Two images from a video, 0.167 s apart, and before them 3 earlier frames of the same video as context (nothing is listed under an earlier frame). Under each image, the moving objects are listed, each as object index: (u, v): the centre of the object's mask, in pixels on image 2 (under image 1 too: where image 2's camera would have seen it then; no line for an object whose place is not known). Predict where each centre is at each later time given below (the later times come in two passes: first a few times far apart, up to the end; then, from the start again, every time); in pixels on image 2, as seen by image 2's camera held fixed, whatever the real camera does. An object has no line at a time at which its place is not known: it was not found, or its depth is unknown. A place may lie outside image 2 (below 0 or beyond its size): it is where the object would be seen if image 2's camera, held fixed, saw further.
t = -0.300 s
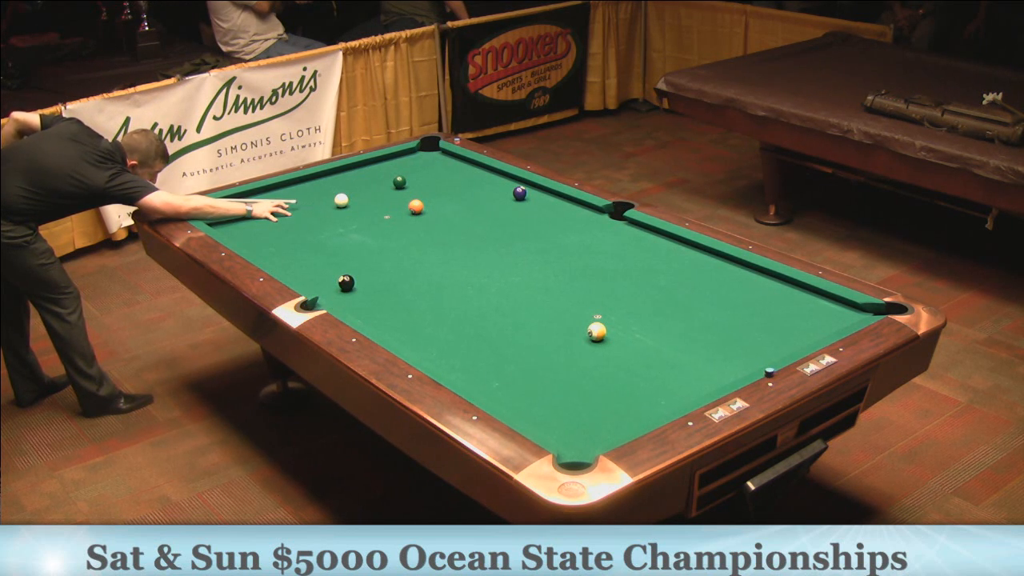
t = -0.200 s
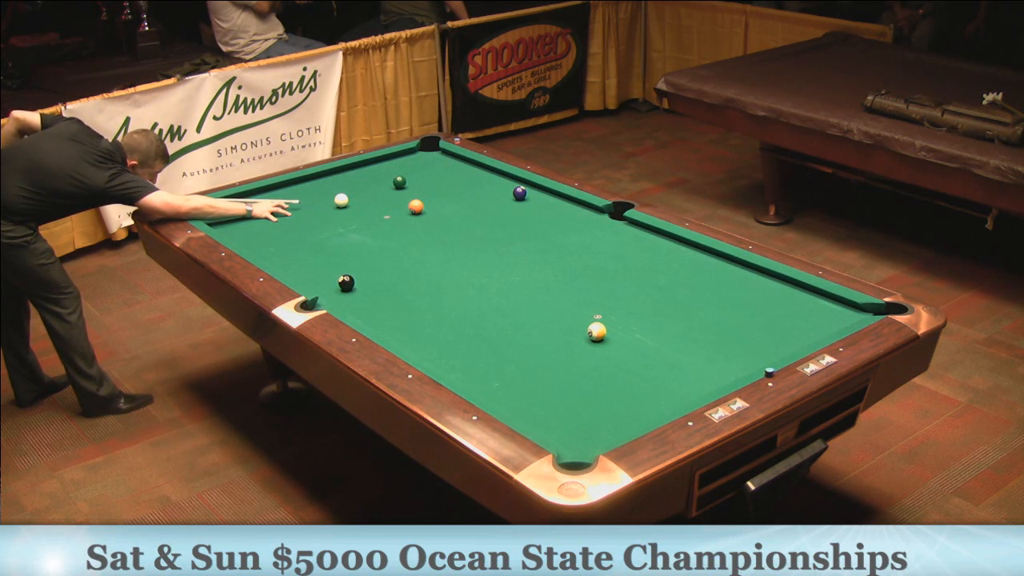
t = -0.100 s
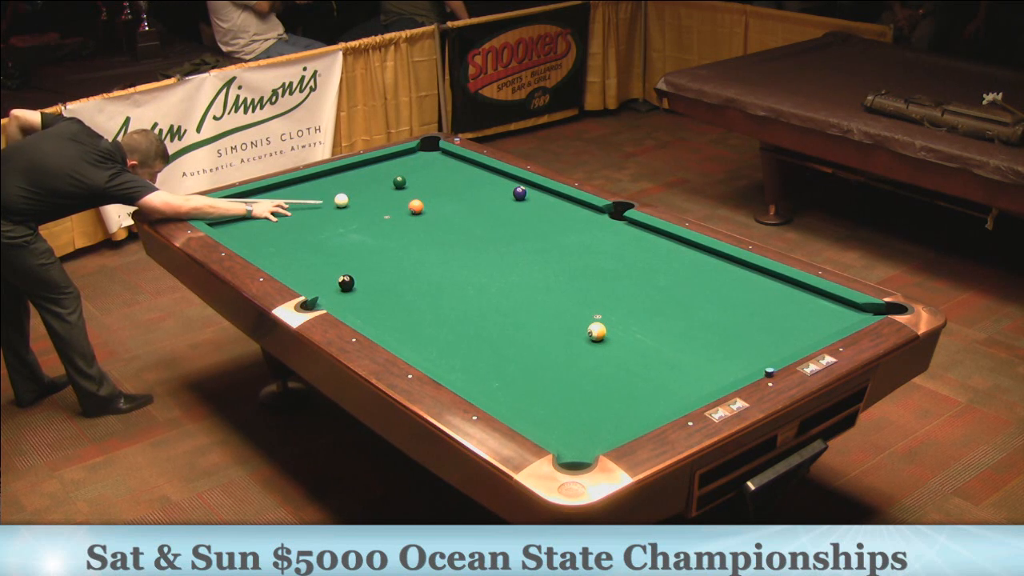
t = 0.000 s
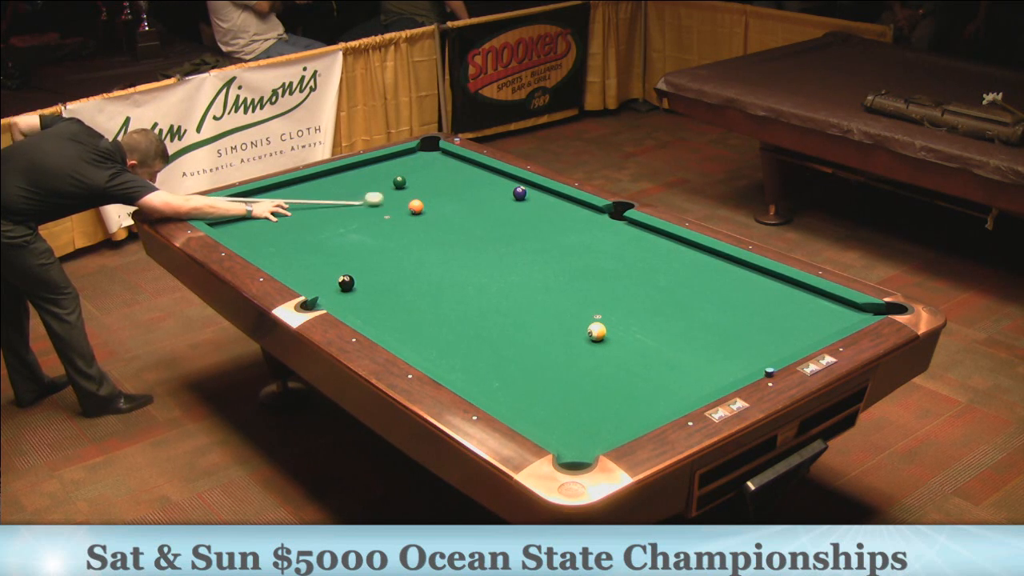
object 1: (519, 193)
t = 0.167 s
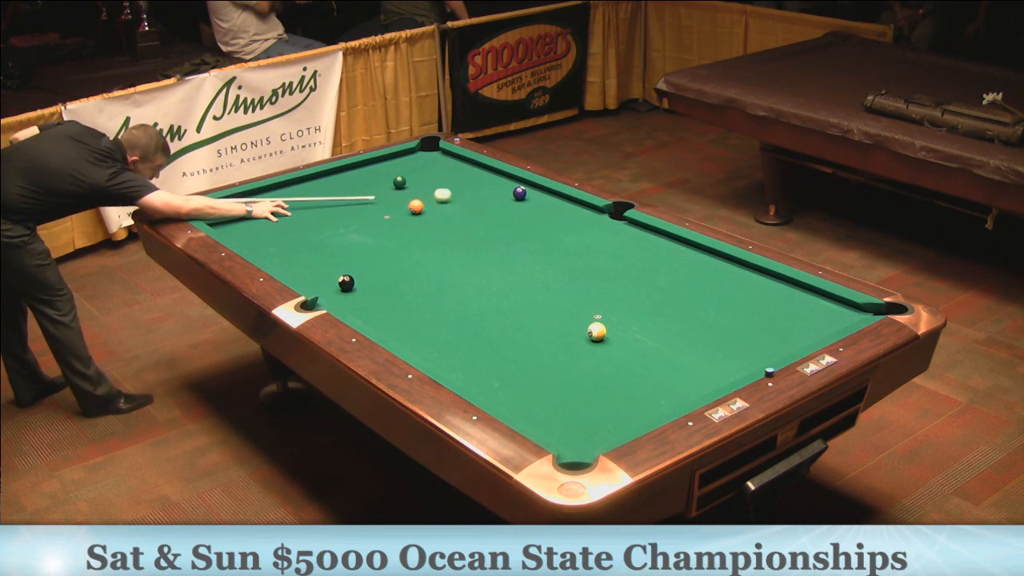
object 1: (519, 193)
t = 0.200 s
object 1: (519, 193)
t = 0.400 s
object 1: (521, 194)
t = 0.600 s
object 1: (550, 196)
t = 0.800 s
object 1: (566, 201)
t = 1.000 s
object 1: (573, 206)
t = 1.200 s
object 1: (578, 212)
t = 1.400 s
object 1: (584, 218)
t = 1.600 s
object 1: (590, 223)
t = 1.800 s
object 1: (595, 228)
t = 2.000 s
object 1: (600, 234)
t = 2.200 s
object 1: (606, 238)
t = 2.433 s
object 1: (612, 243)
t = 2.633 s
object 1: (617, 247)
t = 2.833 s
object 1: (621, 251)
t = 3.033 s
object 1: (625, 254)
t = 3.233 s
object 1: (629, 257)
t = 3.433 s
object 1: (632, 260)
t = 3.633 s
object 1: (635, 262)
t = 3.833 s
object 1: (638, 264)
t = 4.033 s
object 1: (640, 266)
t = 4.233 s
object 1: (641, 267)
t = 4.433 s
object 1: (643, 268)
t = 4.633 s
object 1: (644, 269)
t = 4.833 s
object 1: (644, 269)
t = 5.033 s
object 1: (644, 269)
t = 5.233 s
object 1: (644, 269)
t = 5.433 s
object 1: (644, 269)
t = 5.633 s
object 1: (644, 269)
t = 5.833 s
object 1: (644, 269)
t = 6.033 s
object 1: (644, 269)
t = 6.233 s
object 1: (644, 269)
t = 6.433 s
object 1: (644, 269)
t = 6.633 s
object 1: (644, 269)
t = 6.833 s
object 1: (644, 269)
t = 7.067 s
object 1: (644, 269)
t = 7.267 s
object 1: (644, 269)
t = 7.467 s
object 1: (644, 269)
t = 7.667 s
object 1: (644, 269)
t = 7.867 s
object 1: (644, 269)
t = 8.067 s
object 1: (644, 269)
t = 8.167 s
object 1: (644, 266)
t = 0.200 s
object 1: (519, 193)
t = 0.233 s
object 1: (519, 193)
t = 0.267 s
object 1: (519, 193)
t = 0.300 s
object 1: (519, 193)
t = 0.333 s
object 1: (519, 193)
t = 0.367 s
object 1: (519, 193)
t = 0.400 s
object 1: (521, 194)
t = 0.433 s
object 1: (527, 194)
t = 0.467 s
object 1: (532, 194)
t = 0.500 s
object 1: (537, 195)
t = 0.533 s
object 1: (541, 195)
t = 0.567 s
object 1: (545, 196)
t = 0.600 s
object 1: (550, 196)
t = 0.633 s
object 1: (554, 197)
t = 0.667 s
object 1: (558, 198)
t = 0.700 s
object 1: (562, 198)
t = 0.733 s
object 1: (564, 199)
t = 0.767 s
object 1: (565, 199)
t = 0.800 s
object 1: (566, 201)
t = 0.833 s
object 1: (567, 202)
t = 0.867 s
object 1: (568, 202)
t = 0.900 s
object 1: (569, 203)
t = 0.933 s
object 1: (570, 204)
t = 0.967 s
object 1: (572, 205)
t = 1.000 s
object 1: (573, 206)
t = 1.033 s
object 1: (574, 207)
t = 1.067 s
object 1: (574, 208)
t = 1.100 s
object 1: (576, 209)
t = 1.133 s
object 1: (576, 209)
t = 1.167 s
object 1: (577, 211)
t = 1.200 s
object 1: (578, 212)
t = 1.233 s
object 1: (579, 213)
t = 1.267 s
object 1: (580, 214)
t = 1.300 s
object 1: (581, 215)
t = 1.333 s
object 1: (582, 216)
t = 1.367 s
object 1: (583, 216)
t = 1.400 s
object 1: (584, 218)
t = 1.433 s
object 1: (585, 219)
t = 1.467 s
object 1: (586, 219)
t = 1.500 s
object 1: (587, 220)
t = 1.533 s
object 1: (588, 221)
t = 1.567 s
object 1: (589, 222)
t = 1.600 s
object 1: (590, 223)
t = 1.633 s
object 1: (591, 224)
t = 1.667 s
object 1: (592, 225)
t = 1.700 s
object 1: (592, 226)
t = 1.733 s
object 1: (593, 227)
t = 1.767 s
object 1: (594, 227)
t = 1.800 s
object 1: (595, 228)
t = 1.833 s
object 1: (596, 229)
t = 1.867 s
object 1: (597, 230)
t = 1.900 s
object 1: (598, 231)
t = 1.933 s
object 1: (599, 231)
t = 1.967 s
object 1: (600, 233)
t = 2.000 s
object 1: (600, 234)
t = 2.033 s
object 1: (601, 234)
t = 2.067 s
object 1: (602, 235)
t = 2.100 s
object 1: (603, 236)
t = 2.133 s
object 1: (604, 236)
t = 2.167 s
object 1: (605, 237)
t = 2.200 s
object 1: (606, 238)
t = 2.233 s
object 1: (607, 238)
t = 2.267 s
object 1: (608, 239)
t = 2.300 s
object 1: (609, 240)
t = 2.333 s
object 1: (609, 241)
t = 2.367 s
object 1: (610, 241)
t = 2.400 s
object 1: (611, 242)
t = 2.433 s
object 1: (612, 243)
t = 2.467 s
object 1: (613, 244)
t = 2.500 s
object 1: (613, 244)
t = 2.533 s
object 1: (614, 245)
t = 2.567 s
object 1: (615, 246)
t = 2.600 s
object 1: (616, 246)
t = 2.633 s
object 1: (617, 247)
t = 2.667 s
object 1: (617, 248)
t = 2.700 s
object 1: (618, 248)
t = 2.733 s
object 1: (619, 249)
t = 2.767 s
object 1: (620, 249)
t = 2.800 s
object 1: (621, 250)
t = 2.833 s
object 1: (621, 251)
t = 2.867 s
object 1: (622, 251)
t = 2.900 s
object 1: (623, 252)
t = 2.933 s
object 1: (623, 253)
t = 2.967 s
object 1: (624, 253)
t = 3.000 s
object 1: (625, 254)
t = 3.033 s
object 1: (625, 254)
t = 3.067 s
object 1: (626, 255)
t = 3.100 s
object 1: (626, 255)
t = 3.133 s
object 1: (627, 255)
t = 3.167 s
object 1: (628, 256)
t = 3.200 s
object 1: (628, 256)
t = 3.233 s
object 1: (629, 257)
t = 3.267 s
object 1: (630, 258)
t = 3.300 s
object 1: (630, 258)
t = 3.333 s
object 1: (631, 258)
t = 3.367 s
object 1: (631, 259)
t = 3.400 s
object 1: (632, 260)
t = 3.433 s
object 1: (632, 260)
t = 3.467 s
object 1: (633, 260)
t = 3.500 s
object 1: (633, 261)
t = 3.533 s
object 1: (634, 261)
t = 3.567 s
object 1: (634, 262)
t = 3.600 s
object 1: (635, 262)
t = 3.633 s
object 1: (635, 262)
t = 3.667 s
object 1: (636, 263)
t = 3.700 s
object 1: (636, 263)
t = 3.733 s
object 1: (637, 263)
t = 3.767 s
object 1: (637, 263)
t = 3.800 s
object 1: (637, 264)
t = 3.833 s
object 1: (638, 264)
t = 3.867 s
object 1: (638, 264)
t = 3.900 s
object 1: (638, 265)
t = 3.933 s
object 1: (639, 265)
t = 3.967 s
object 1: (639, 265)
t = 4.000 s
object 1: (639, 266)
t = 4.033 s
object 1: (640, 266)
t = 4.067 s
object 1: (640, 266)
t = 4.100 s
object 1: (640, 267)
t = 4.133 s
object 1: (640, 267)
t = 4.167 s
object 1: (641, 267)
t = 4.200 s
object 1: (641, 267)
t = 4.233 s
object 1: (641, 267)
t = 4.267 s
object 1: (642, 267)
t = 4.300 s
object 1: (642, 268)
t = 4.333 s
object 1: (642, 268)
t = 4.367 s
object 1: (642, 268)
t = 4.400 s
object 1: (642, 268)
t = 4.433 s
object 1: (643, 268)
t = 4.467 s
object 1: (643, 268)
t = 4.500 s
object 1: (643, 269)
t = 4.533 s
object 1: (643, 268)
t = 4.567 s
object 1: (643, 269)
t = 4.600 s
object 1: (643, 269)
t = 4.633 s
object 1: (644, 269)
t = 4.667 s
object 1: (644, 269)
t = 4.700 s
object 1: (644, 269)
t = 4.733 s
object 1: (644, 269)
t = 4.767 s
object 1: (644, 269)
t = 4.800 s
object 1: (644, 269)
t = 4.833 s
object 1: (644, 269)
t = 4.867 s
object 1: (644, 269)
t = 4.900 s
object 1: (644, 269)
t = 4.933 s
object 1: (644, 269)
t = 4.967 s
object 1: (644, 269)
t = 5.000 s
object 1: (644, 269)
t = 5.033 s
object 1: (644, 269)
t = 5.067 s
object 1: (644, 269)
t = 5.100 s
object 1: (644, 269)
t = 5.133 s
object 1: (644, 269)
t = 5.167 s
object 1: (644, 269)
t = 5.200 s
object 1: (644, 269)
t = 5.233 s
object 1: (644, 269)
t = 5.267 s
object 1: (644, 269)
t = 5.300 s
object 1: (644, 269)
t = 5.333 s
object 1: (644, 269)
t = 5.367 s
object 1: (644, 269)
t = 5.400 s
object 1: (644, 269)
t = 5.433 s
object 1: (644, 269)
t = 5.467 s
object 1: (644, 269)
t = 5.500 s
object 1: (644, 269)
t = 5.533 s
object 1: (644, 269)
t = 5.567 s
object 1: (644, 269)
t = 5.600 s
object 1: (644, 269)
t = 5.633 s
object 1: (644, 269)
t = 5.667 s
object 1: (644, 269)
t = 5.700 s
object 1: (644, 269)
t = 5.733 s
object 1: (644, 269)
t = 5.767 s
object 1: (644, 269)
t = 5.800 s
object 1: (644, 269)
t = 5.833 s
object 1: (644, 269)
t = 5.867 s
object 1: (644, 269)
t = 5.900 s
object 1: (644, 269)
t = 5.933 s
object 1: (644, 269)
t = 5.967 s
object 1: (644, 269)
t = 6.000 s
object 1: (644, 269)
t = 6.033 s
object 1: (644, 269)
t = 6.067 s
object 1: (644, 269)
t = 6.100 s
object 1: (644, 269)
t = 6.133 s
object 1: (644, 269)
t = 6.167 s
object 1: (644, 269)
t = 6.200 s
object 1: (644, 269)
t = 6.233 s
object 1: (644, 269)
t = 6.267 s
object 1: (644, 269)
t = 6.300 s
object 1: (644, 269)
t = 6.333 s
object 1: (644, 269)
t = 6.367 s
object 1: (644, 269)
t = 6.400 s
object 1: (644, 269)
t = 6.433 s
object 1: (644, 269)
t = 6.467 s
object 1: (644, 269)
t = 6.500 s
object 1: (644, 269)
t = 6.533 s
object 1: (644, 269)
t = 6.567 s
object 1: (644, 269)
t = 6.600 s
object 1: (644, 269)
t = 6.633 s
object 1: (644, 269)
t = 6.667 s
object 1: (644, 269)
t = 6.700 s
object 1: (644, 269)
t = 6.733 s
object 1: (644, 269)
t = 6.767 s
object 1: (644, 269)
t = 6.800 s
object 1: (644, 269)
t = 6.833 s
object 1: (644, 269)
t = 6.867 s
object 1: (644, 269)
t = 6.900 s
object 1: (644, 269)
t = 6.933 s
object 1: (644, 269)
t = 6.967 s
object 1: (644, 269)
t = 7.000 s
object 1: (644, 269)
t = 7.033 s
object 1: (644, 269)
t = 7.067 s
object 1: (644, 269)
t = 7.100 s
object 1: (644, 269)
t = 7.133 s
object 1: (644, 269)
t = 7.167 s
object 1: (644, 269)
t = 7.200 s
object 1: (644, 269)
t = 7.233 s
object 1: (644, 269)
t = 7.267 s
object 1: (644, 269)
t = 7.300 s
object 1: (644, 269)
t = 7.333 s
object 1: (644, 269)
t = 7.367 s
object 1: (644, 269)
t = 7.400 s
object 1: (644, 269)
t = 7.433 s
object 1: (644, 269)
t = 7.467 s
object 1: (644, 269)
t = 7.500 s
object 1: (644, 269)
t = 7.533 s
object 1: (644, 269)
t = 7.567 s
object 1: (644, 269)
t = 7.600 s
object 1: (644, 269)
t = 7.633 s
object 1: (644, 269)
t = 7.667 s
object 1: (644, 269)
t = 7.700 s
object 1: (644, 269)
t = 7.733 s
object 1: (644, 269)
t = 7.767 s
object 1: (644, 269)
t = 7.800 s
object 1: (644, 269)
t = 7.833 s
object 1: (644, 269)
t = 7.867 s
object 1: (644, 269)
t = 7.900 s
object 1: (644, 269)
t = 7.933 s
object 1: (644, 269)
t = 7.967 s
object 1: (644, 269)
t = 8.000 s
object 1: (644, 269)
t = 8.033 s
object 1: (644, 269)
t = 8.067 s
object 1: (644, 269)
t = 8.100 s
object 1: (644, 269)
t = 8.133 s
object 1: (644, 269)
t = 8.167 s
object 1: (644, 266)
